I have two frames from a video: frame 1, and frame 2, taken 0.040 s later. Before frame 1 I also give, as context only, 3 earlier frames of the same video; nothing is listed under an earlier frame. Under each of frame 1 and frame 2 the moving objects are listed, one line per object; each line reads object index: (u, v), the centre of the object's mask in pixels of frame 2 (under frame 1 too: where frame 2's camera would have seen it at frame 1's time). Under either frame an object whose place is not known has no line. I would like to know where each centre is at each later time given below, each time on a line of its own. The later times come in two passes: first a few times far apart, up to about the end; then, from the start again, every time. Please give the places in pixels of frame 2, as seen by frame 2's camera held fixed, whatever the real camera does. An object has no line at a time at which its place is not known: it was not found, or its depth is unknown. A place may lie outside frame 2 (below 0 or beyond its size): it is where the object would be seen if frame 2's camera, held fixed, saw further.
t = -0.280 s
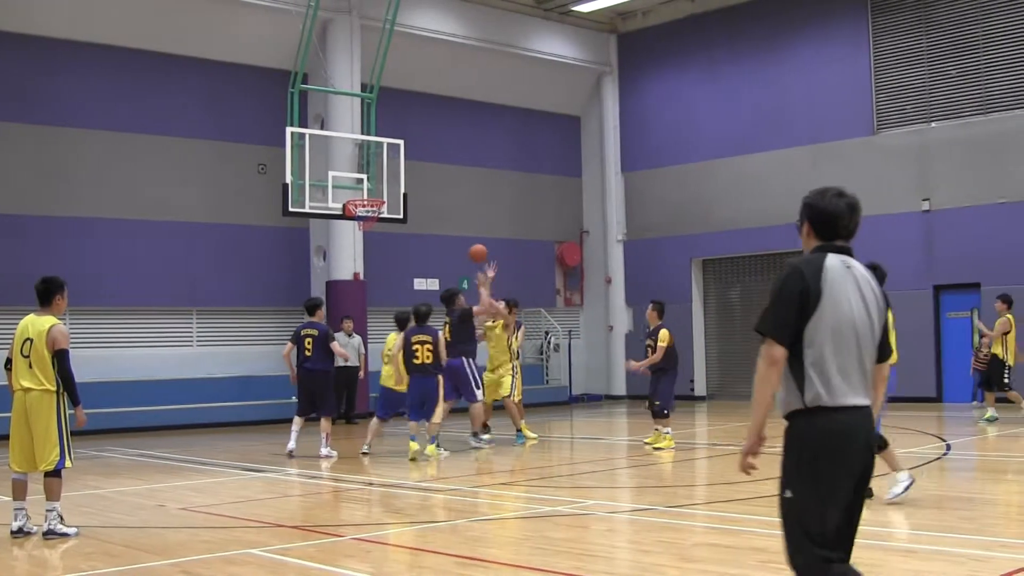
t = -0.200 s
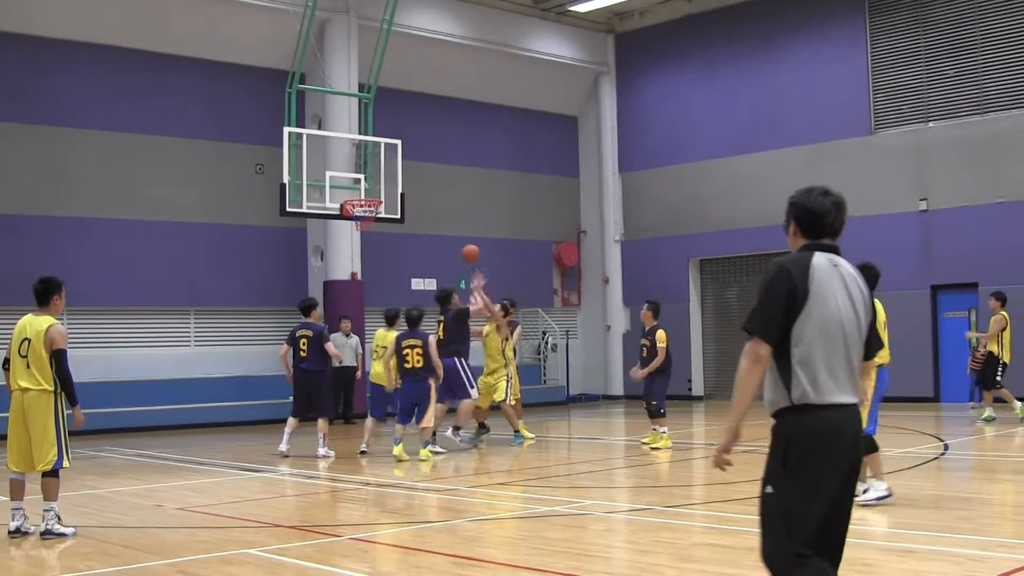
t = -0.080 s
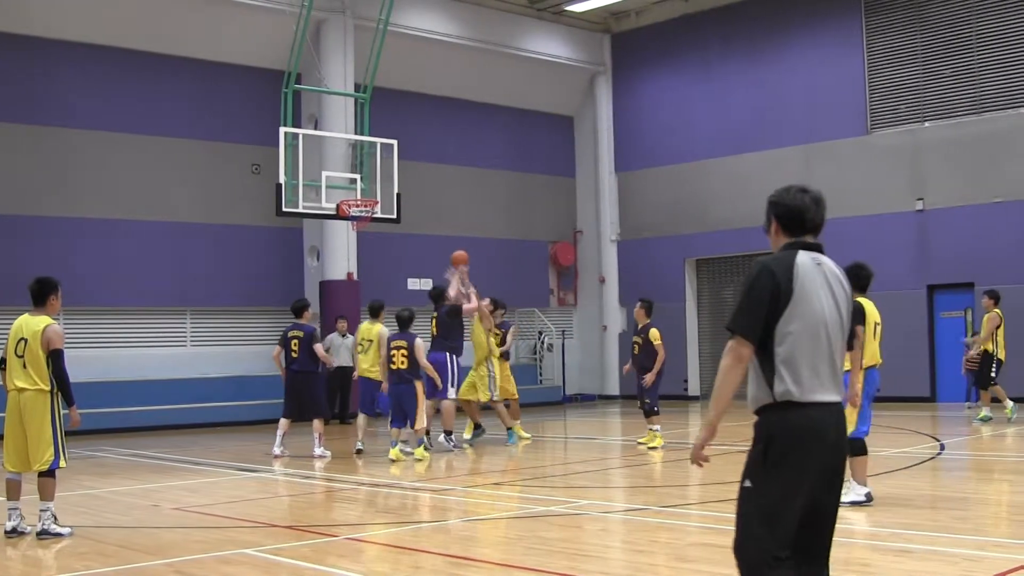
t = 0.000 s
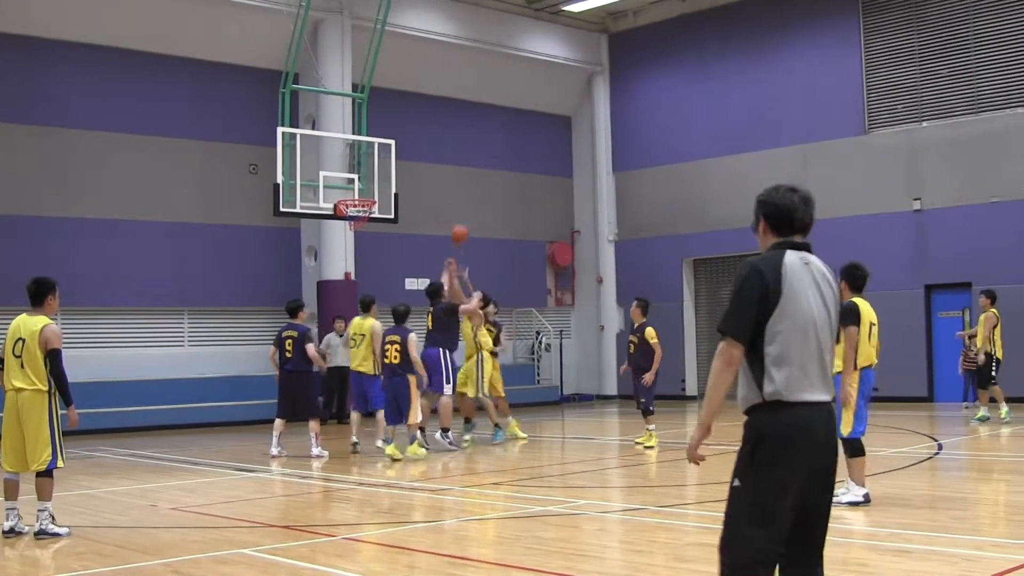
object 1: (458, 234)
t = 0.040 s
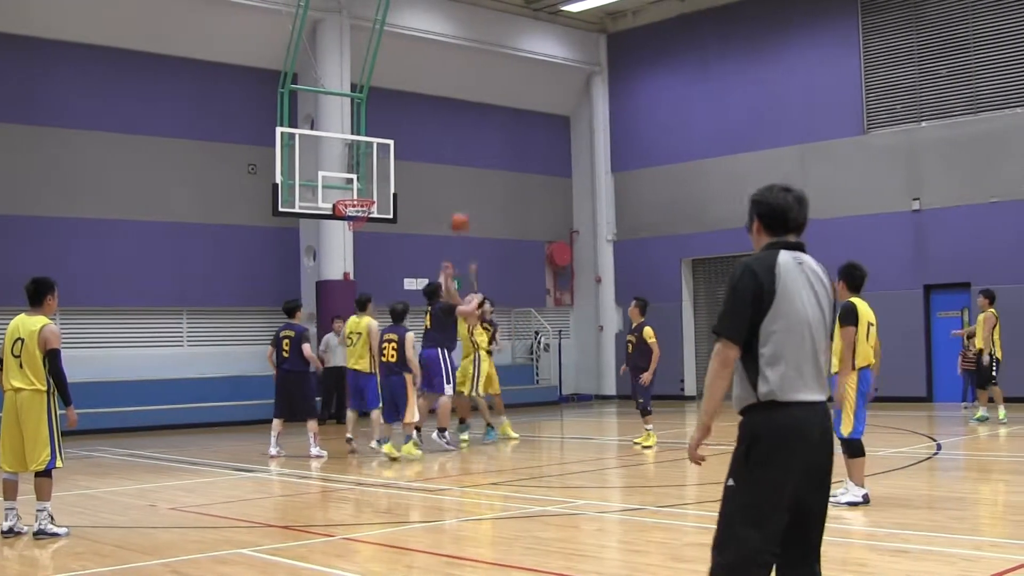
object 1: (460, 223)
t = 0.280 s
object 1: (472, 174)
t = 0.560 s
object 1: (489, 174)
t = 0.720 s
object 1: (500, 203)
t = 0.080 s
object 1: (462, 211)
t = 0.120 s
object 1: (463, 202)
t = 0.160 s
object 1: (466, 193)
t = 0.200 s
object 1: (468, 185)
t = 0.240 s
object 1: (470, 179)
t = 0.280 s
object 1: (472, 174)
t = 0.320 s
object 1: (474, 171)
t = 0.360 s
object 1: (476, 168)
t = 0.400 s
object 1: (479, 167)
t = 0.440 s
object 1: (481, 167)
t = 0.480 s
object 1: (484, 168)
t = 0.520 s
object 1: (487, 170)
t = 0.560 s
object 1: (489, 174)
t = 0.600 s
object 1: (492, 179)
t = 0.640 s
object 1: (494, 186)
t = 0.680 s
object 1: (497, 194)
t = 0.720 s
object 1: (500, 203)
